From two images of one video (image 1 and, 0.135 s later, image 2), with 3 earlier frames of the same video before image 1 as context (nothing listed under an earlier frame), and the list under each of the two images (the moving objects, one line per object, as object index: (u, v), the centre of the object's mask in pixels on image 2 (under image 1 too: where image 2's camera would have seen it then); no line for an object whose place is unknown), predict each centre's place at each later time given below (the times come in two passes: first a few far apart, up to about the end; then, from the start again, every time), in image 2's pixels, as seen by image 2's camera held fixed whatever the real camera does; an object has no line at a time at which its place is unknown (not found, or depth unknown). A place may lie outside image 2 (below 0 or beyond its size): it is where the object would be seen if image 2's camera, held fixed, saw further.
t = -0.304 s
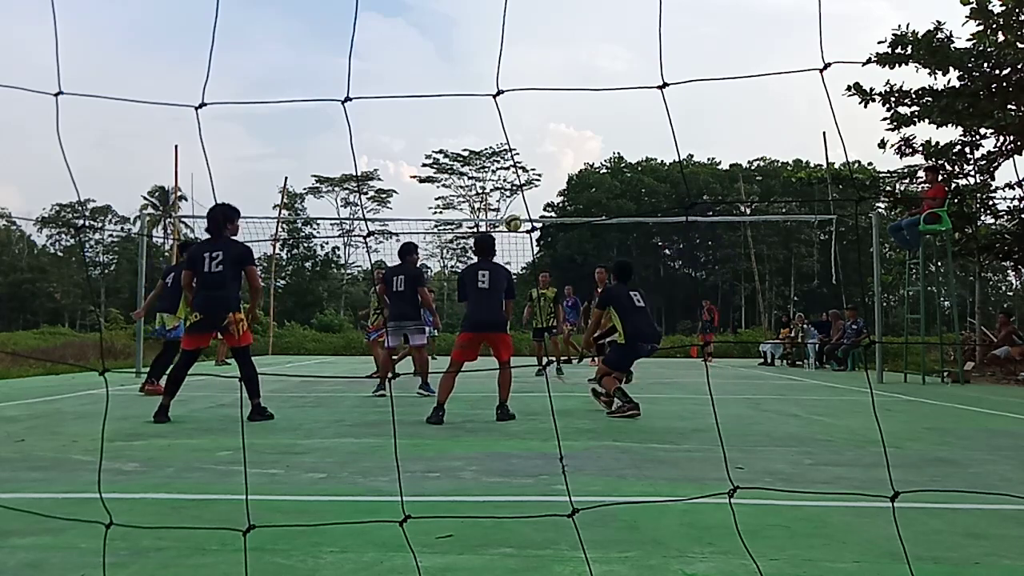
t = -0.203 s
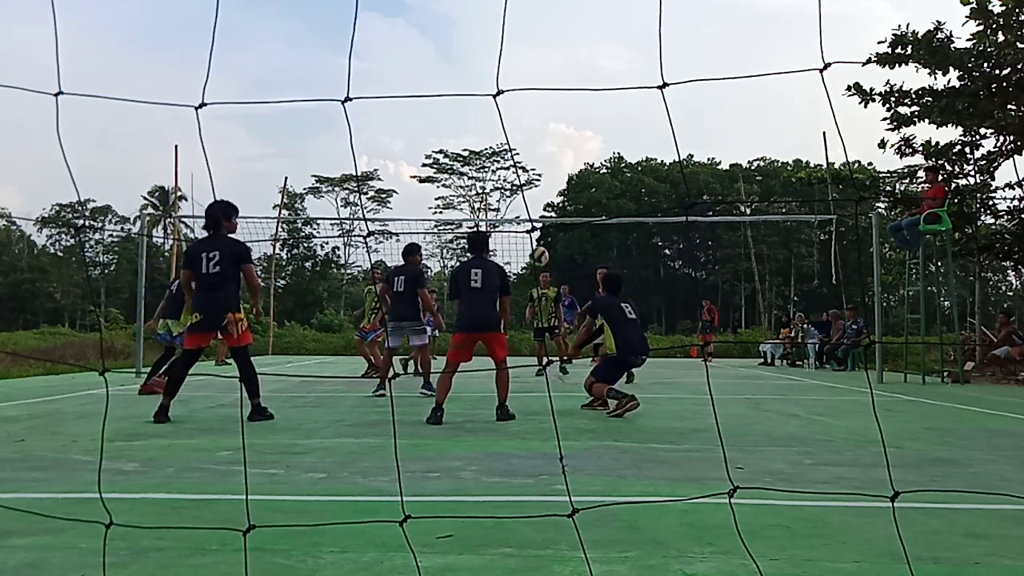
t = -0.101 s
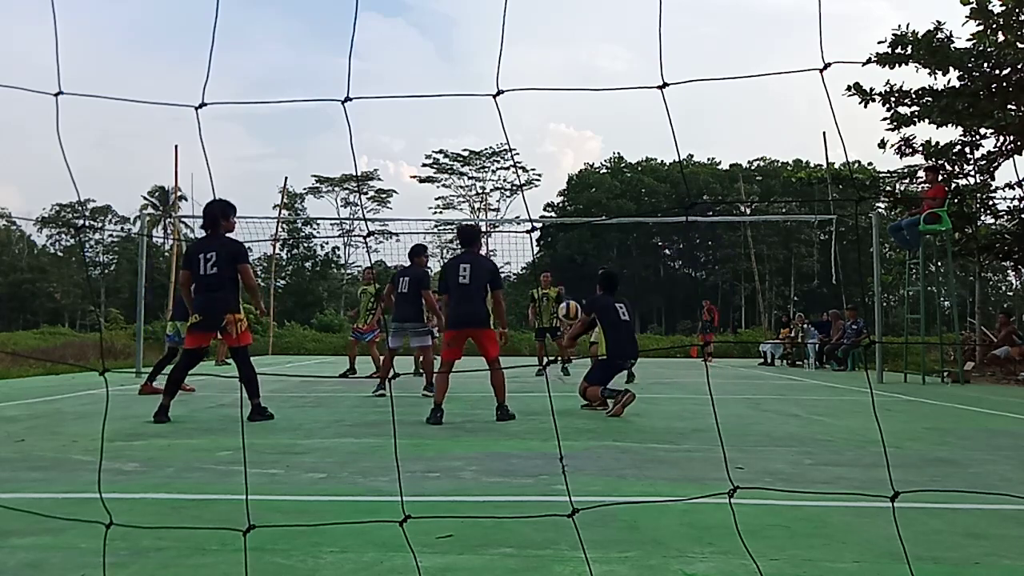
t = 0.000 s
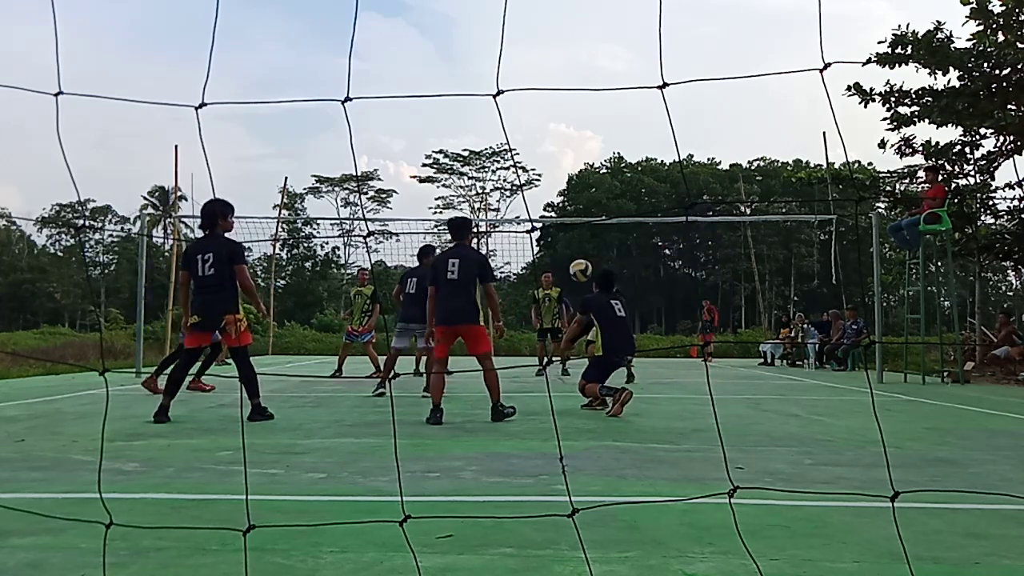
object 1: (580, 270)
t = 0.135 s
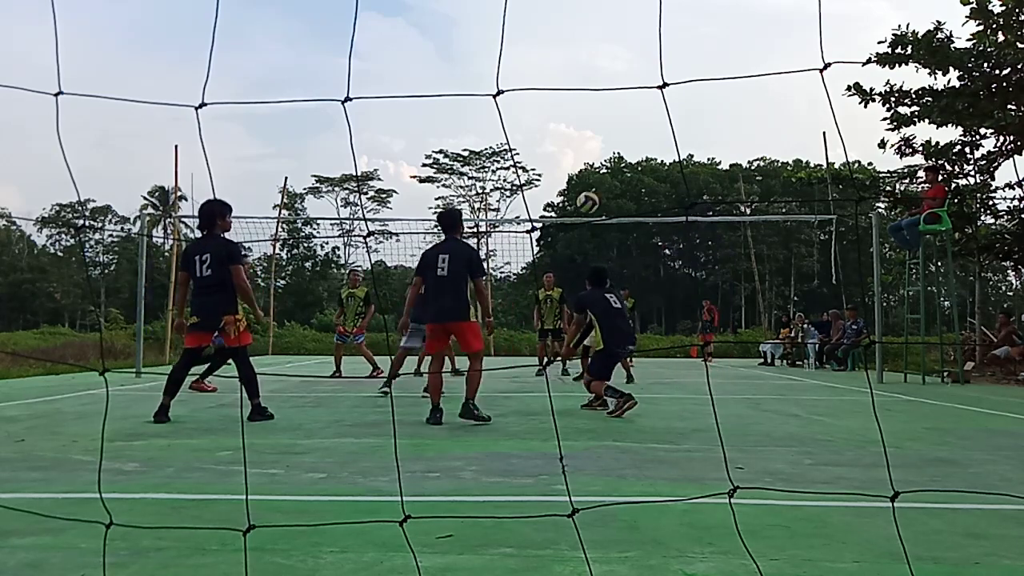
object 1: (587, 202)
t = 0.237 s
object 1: (593, 166)
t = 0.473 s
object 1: (605, 123)
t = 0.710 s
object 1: (616, 131)
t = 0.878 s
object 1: (623, 161)
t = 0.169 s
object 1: (589, 188)
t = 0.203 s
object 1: (591, 176)
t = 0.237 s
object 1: (593, 166)
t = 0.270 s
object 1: (594, 156)
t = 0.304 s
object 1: (596, 148)
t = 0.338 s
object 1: (598, 140)
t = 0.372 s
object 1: (600, 134)
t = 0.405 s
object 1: (601, 129)
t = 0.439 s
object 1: (603, 126)
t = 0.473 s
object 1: (605, 123)
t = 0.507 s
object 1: (606, 121)
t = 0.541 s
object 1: (608, 120)
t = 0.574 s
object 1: (610, 120)
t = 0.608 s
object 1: (611, 122)
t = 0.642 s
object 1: (613, 124)
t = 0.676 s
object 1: (614, 127)
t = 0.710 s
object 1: (616, 131)
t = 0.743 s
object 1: (617, 135)
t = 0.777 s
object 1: (619, 141)
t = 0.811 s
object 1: (620, 147)
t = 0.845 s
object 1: (621, 155)
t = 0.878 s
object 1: (623, 161)
